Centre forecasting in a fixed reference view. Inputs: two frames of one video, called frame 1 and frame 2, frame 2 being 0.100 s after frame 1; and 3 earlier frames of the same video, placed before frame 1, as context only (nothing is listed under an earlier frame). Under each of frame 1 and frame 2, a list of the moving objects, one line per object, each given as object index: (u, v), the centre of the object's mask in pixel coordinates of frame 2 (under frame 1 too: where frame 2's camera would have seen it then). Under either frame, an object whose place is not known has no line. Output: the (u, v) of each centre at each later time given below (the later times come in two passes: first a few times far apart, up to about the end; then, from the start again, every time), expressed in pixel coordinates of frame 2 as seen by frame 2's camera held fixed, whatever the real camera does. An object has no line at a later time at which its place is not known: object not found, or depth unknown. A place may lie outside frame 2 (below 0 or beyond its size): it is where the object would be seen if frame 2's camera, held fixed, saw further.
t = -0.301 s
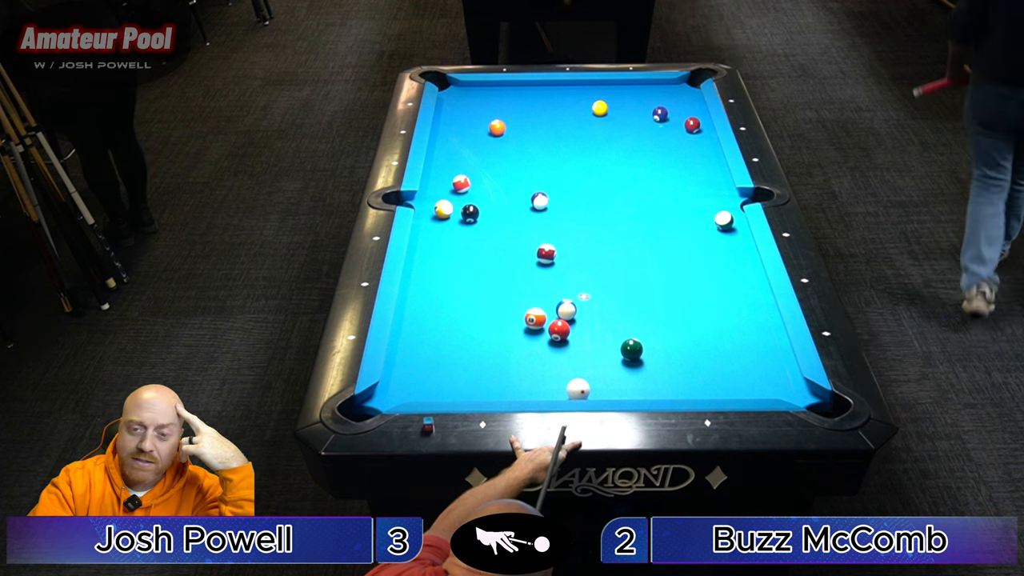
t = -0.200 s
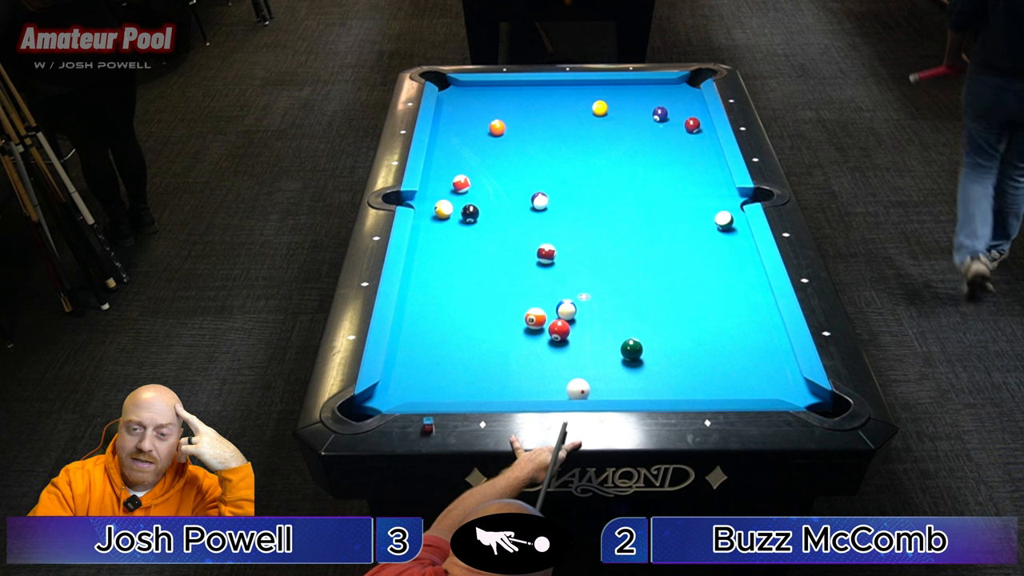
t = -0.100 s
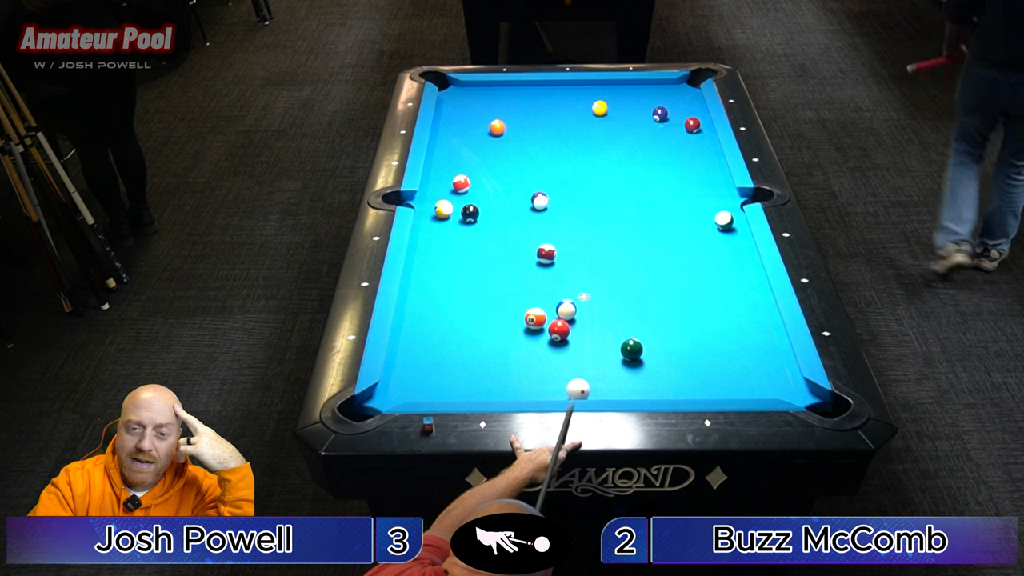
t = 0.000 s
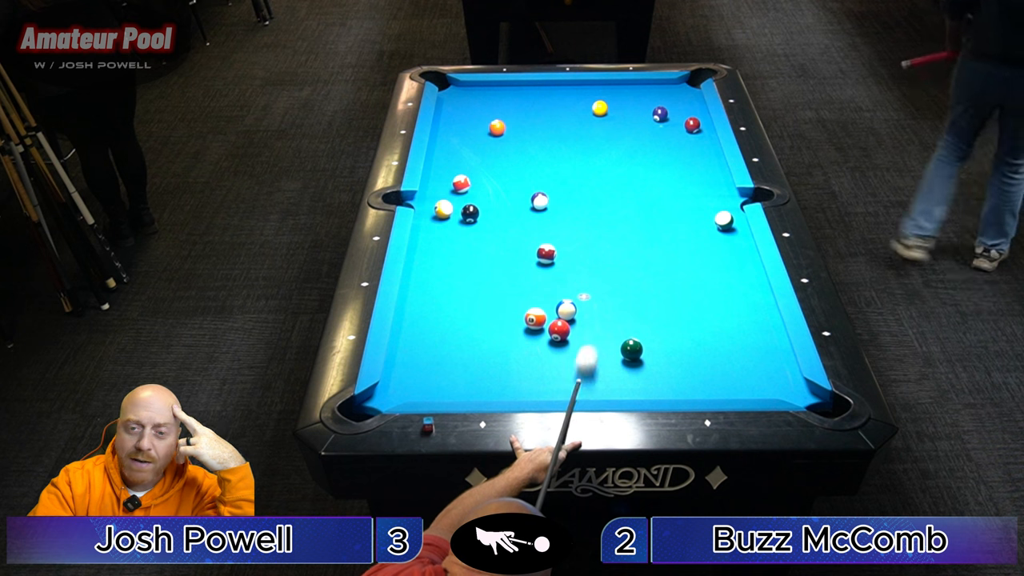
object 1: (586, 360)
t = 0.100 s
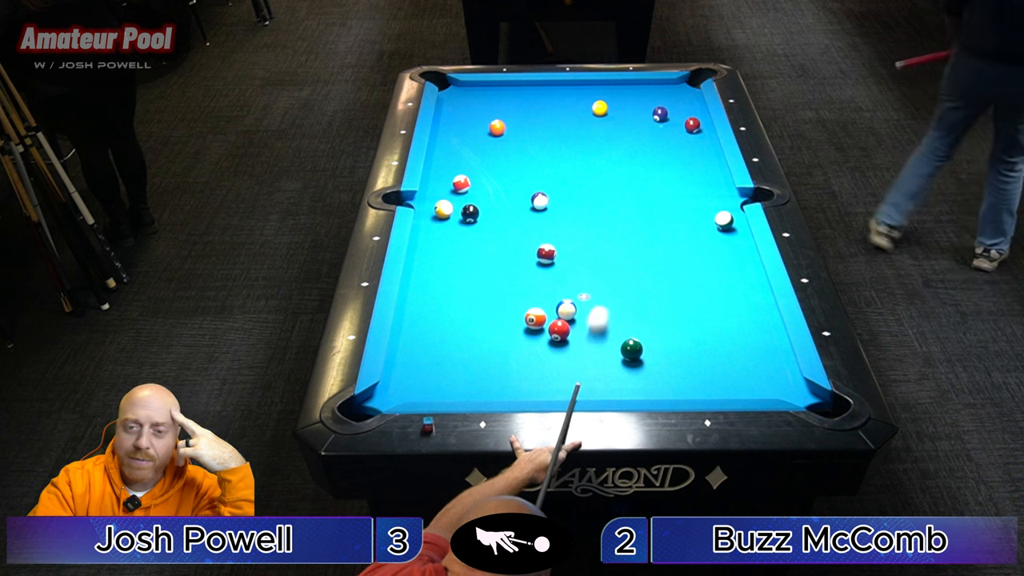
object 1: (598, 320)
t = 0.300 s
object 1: (617, 250)
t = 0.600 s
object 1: (641, 171)
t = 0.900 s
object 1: (652, 118)
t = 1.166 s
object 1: (641, 106)
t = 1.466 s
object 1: (631, 92)
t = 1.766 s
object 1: (623, 85)
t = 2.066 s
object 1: (620, 93)
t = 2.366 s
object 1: (617, 101)
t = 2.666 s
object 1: (615, 108)
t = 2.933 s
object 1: (615, 114)
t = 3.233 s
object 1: (614, 120)
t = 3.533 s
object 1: (613, 125)
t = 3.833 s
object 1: (613, 129)
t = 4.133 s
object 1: (612, 133)
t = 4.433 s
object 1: (612, 136)
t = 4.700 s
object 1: (611, 138)
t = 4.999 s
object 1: (611, 139)
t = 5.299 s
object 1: (610, 140)
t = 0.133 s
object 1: (601, 307)
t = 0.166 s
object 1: (605, 295)
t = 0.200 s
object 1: (608, 283)
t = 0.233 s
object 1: (611, 272)
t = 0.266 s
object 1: (614, 261)
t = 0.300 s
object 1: (617, 250)
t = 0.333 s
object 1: (620, 240)
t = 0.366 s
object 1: (623, 230)
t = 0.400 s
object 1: (626, 221)
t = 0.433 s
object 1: (629, 212)
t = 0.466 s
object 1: (631, 203)
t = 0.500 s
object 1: (634, 195)
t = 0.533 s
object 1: (636, 187)
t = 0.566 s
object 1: (638, 179)
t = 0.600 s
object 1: (641, 171)
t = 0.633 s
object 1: (643, 163)
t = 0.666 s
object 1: (645, 156)
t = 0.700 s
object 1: (647, 149)
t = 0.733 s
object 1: (649, 142)
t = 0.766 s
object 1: (651, 135)
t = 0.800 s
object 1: (653, 128)
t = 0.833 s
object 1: (654, 122)
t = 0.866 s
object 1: (654, 119)
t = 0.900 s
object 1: (652, 118)
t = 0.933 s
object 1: (650, 118)
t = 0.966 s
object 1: (648, 116)
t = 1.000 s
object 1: (647, 115)
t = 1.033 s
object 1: (646, 113)
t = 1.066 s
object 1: (644, 111)
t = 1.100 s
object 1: (643, 110)
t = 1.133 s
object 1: (642, 108)
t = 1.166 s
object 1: (641, 106)
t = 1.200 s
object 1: (640, 105)
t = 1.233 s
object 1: (638, 103)
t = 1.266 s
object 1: (637, 101)
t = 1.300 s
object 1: (636, 100)
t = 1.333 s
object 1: (635, 98)
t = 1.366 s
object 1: (634, 97)
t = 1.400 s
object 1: (633, 95)
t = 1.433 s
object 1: (632, 94)
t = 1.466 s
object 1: (631, 92)
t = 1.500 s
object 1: (630, 91)
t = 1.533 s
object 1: (629, 89)
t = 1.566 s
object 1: (628, 88)
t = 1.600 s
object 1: (626, 86)
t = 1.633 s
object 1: (625, 85)
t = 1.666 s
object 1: (624, 83)
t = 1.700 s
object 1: (624, 83)
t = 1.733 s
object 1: (623, 84)
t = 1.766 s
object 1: (623, 85)
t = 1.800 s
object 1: (623, 86)
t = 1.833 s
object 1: (622, 87)
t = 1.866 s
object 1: (622, 88)
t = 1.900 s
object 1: (622, 89)
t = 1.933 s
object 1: (622, 90)
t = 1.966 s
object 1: (621, 91)
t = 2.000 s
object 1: (621, 92)
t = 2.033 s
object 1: (620, 93)
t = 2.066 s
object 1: (620, 93)
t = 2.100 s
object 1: (620, 94)
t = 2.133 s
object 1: (619, 95)
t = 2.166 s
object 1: (619, 96)
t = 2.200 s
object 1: (619, 97)
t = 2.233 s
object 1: (618, 98)
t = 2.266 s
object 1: (618, 99)
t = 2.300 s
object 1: (618, 99)
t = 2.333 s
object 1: (618, 100)
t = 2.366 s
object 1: (617, 101)
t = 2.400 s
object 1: (617, 102)
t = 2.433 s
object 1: (617, 103)
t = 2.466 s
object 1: (617, 103)
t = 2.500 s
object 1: (616, 104)
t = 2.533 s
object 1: (616, 105)
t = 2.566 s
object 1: (616, 106)
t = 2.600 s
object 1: (616, 107)
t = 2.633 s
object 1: (615, 107)
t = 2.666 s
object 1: (615, 108)
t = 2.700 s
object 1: (615, 109)
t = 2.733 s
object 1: (615, 110)
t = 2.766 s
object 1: (615, 110)
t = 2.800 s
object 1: (615, 111)
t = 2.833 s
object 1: (615, 112)
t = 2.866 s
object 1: (615, 113)
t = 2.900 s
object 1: (615, 113)
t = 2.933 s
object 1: (615, 114)
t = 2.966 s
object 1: (615, 115)
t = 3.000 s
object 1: (614, 115)
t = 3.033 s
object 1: (614, 116)
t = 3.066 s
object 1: (614, 117)
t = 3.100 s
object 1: (614, 118)
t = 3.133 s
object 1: (614, 118)
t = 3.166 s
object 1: (614, 119)
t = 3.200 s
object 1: (614, 119)
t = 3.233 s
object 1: (614, 120)
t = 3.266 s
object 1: (614, 121)
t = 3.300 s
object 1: (614, 121)
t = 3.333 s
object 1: (614, 122)
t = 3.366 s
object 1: (614, 123)
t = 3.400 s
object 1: (614, 123)
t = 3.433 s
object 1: (614, 124)
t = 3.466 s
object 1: (614, 124)
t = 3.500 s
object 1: (614, 125)
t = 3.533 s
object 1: (613, 125)
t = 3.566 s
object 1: (613, 126)
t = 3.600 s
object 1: (613, 126)
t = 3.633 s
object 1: (613, 127)
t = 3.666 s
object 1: (613, 127)
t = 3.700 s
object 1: (613, 128)
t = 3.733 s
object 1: (613, 128)
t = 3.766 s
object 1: (613, 129)
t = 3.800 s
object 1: (613, 129)
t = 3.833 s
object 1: (613, 129)
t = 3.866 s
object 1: (613, 130)
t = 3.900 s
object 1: (612, 130)
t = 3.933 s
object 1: (613, 131)
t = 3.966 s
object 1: (613, 131)
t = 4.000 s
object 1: (612, 132)
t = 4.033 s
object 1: (613, 132)
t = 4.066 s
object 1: (612, 132)
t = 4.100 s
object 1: (612, 133)
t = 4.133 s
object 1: (612, 133)
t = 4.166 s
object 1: (612, 134)
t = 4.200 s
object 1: (612, 134)
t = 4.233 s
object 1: (612, 134)
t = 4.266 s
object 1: (612, 135)
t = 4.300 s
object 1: (612, 135)
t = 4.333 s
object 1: (612, 135)
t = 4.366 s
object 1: (612, 136)
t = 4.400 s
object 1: (612, 136)
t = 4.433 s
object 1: (612, 136)
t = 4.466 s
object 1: (612, 137)
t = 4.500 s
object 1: (612, 137)
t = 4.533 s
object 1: (612, 137)
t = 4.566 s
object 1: (612, 137)
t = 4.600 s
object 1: (612, 138)
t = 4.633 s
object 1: (611, 138)
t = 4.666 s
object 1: (611, 138)
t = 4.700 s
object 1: (611, 138)
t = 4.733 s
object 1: (611, 138)
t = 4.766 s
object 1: (611, 139)
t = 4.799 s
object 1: (611, 139)
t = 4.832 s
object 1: (611, 139)
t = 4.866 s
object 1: (611, 139)
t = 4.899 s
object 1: (611, 139)
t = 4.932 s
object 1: (611, 139)
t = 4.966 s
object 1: (611, 139)
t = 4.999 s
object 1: (611, 139)
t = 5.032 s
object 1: (611, 139)
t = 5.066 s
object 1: (611, 139)
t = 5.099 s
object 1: (611, 140)
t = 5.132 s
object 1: (610, 140)
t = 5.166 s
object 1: (610, 140)
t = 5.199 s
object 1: (610, 140)
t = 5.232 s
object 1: (610, 140)
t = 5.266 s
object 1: (610, 140)
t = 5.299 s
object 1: (610, 140)
